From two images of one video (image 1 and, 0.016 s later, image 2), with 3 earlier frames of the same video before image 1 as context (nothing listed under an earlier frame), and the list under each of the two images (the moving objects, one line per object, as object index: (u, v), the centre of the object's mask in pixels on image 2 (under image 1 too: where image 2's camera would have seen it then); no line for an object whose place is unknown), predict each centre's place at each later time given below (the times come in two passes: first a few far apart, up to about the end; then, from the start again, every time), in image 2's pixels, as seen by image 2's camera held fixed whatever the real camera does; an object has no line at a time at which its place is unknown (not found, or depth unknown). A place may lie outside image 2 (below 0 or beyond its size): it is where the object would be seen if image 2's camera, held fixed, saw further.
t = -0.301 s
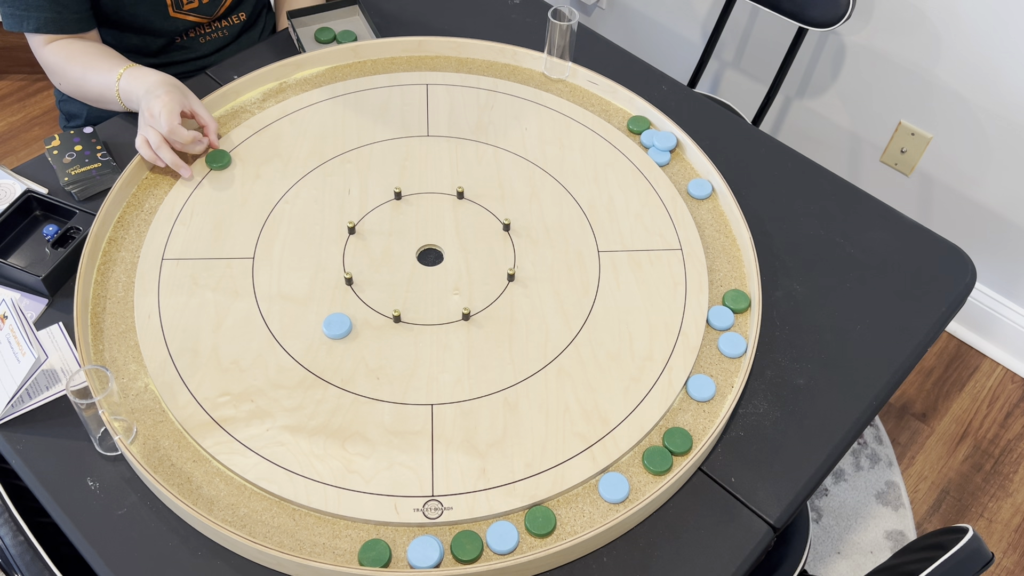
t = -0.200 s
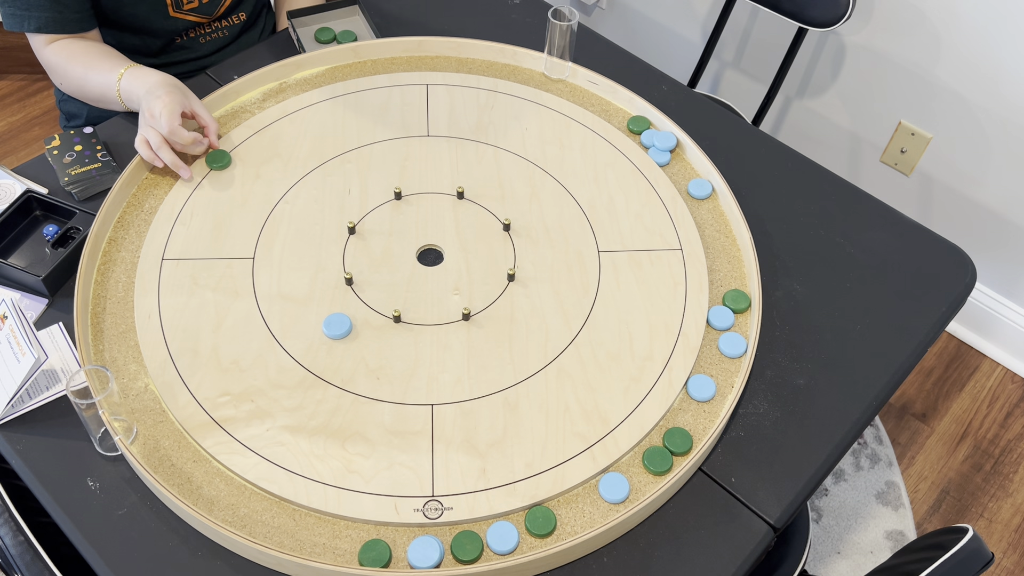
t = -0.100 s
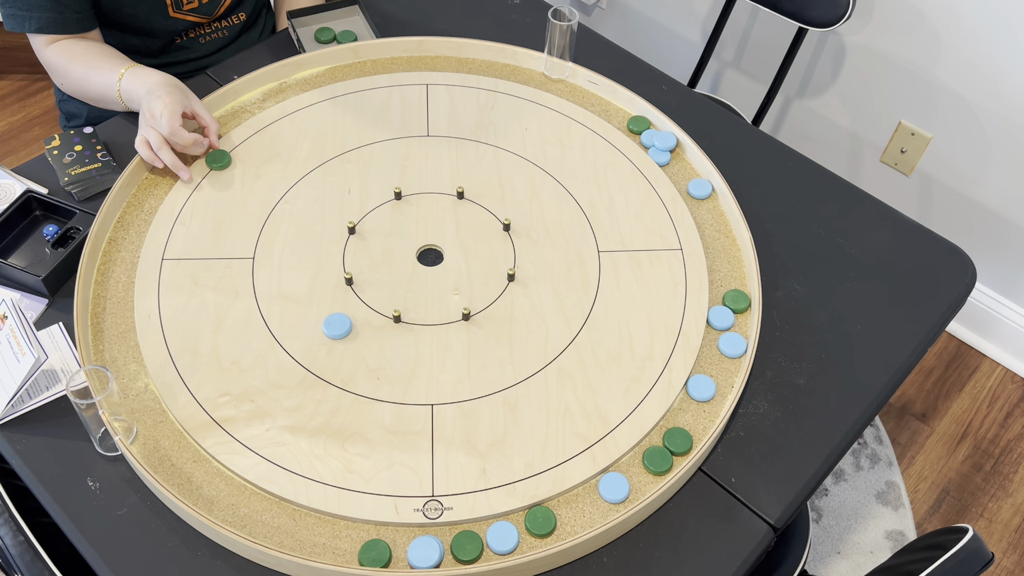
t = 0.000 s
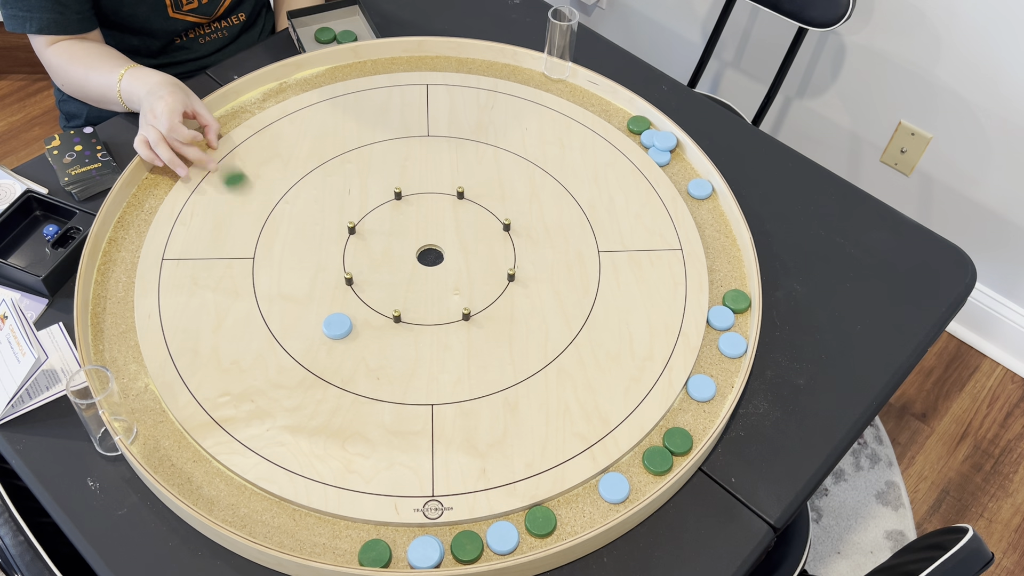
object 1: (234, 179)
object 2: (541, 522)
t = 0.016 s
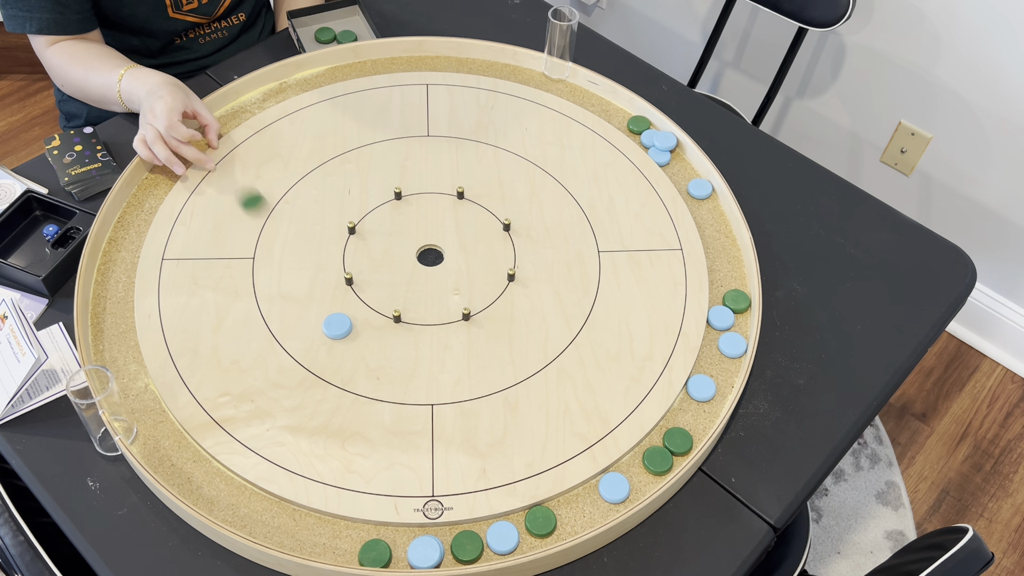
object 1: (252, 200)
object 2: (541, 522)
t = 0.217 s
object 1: (389, 288)
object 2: (543, 524)
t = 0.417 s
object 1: (393, 241)
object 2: (540, 514)
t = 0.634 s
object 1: (396, 216)
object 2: (551, 517)
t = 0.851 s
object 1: (398, 208)
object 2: (551, 517)
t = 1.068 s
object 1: (398, 208)
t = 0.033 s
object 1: (271, 224)
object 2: (541, 522)
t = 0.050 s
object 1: (288, 246)
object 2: (541, 522)
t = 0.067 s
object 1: (308, 270)
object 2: (543, 523)
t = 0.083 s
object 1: (327, 294)
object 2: (541, 522)
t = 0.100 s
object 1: (342, 303)
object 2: (541, 522)
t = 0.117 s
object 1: (354, 304)
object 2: (541, 522)
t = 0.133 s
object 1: (366, 304)
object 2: (541, 522)
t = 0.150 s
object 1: (378, 305)
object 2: (541, 522)
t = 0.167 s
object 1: (387, 303)
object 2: (541, 522)
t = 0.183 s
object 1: (388, 299)
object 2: (541, 522)
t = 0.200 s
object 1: (388, 293)
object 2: (541, 522)
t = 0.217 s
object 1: (389, 288)
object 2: (543, 524)
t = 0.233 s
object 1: (389, 283)
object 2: (542, 522)
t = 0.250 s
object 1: (390, 278)
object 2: (542, 523)
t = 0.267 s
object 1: (390, 273)
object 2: (542, 522)
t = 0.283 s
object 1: (390, 269)
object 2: (542, 522)
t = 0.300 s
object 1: (391, 265)
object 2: (542, 522)
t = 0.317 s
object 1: (391, 261)
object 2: (543, 524)
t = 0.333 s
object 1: (391, 257)
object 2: (542, 522)
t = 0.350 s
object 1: (392, 253)
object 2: (543, 520)
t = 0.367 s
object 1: (392, 250)
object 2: (544, 516)
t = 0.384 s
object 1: (392, 247)
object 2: (541, 512)
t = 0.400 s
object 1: (392, 244)
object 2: (539, 512)
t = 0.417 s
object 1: (393, 241)
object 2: (540, 514)
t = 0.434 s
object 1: (393, 238)
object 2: (542, 515)
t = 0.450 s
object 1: (393, 235)
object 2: (545, 516)
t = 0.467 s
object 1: (394, 233)
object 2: (547, 517)
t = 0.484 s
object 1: (394, 231)
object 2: (549, 517)
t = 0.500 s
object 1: (394, 229)
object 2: (550, 517)
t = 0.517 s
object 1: (394, 227)
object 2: (551, 516)
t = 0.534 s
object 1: (395, 225)
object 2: (551, 516)
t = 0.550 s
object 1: (395, 223)
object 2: (551, 516)
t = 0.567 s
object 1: (395, 222)
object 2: (551, 517)
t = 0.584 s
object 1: (395, 220)
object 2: (551, 517)
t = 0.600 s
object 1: (396, 219)
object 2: (551, 517)
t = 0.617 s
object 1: (396, 217)
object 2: (551, 517)
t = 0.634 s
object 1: (396, 216)
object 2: (551, 517)
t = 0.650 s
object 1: (396, 215)
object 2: (551, 517)
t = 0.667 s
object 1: (396, 214)
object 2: (551, 517)
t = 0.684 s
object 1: (397, 213)
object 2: (551, 517)
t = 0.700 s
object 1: (398, 212)
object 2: (551, 517)
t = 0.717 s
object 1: (398, 211)
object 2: (551, 517)
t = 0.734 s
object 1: (397, 211)
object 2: (551, 517)
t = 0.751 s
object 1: (398, 210)
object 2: (551, 517)
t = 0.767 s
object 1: (398, 210)
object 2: (551, 517)
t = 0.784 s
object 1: (398, 209)
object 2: (551, 517)
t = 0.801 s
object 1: (398, 209)
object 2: (551, 517)
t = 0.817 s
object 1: (398, 209)
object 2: (551, 517)
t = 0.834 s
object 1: (398, 208)
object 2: (551, 517)
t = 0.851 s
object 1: (398, 208)
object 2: (551, 517)
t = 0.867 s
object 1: (398, 208)
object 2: (551, 517)
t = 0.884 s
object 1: (398, 208)
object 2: (551, 517)
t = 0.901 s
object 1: (398, 208)
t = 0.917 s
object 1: (398, 208)
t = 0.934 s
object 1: (398, 208)
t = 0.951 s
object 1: (398, 208)
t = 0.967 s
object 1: (398, 208)
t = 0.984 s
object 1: (398, 208)
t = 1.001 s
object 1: (398, 208)
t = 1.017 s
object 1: (398, 208)
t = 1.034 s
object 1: (398, 208)
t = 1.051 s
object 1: (398, 208)
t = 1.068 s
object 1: (398, 208)
